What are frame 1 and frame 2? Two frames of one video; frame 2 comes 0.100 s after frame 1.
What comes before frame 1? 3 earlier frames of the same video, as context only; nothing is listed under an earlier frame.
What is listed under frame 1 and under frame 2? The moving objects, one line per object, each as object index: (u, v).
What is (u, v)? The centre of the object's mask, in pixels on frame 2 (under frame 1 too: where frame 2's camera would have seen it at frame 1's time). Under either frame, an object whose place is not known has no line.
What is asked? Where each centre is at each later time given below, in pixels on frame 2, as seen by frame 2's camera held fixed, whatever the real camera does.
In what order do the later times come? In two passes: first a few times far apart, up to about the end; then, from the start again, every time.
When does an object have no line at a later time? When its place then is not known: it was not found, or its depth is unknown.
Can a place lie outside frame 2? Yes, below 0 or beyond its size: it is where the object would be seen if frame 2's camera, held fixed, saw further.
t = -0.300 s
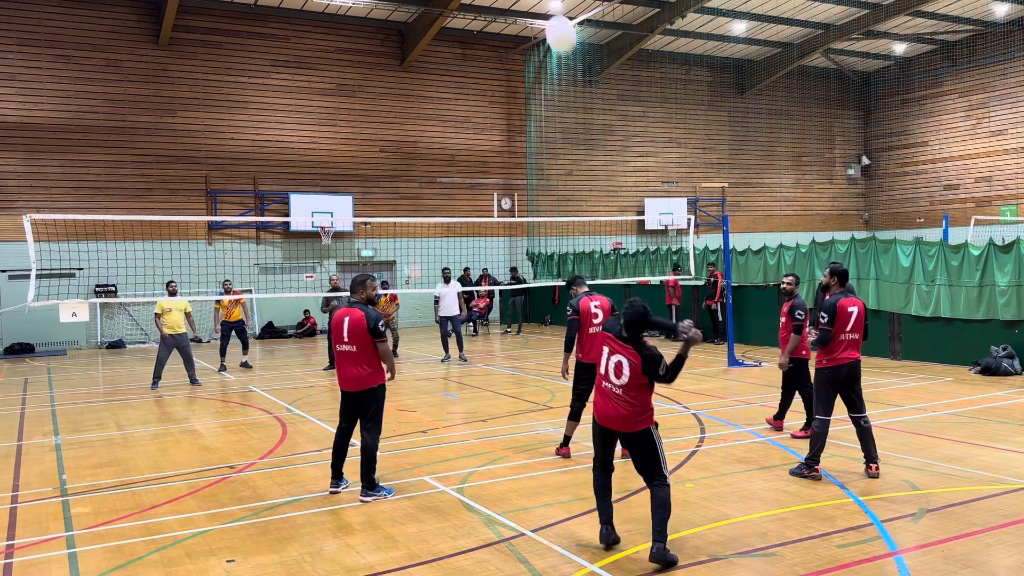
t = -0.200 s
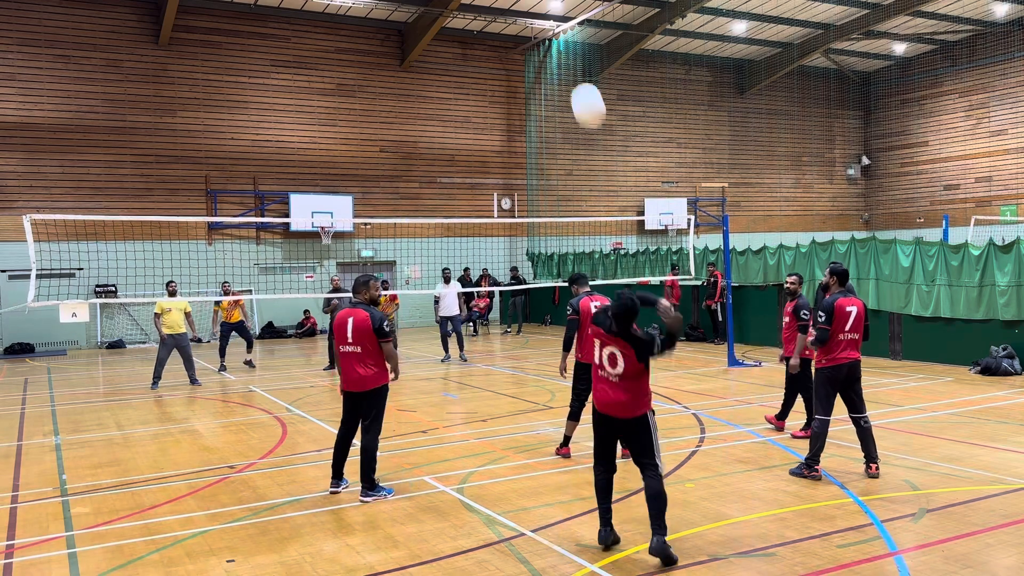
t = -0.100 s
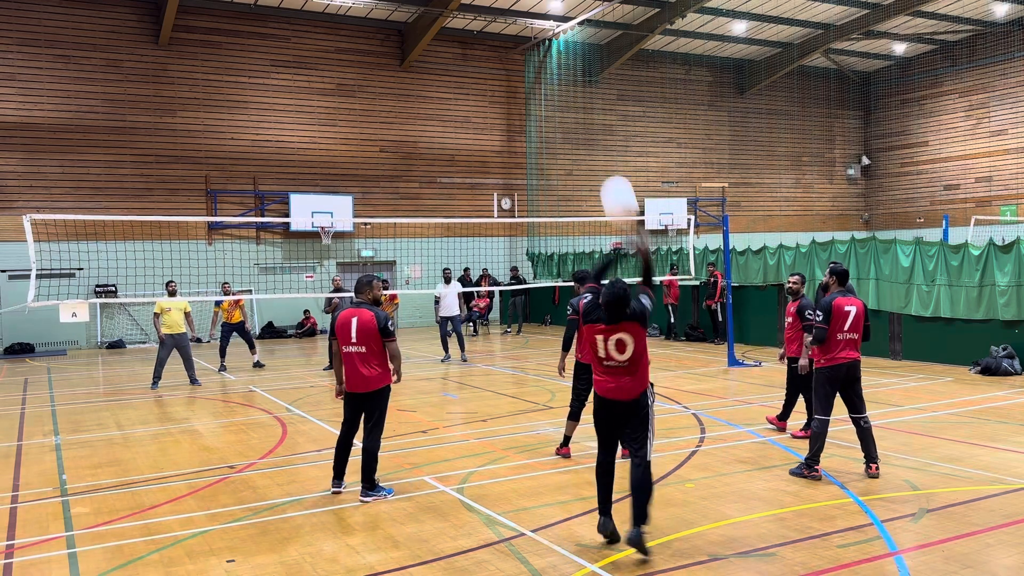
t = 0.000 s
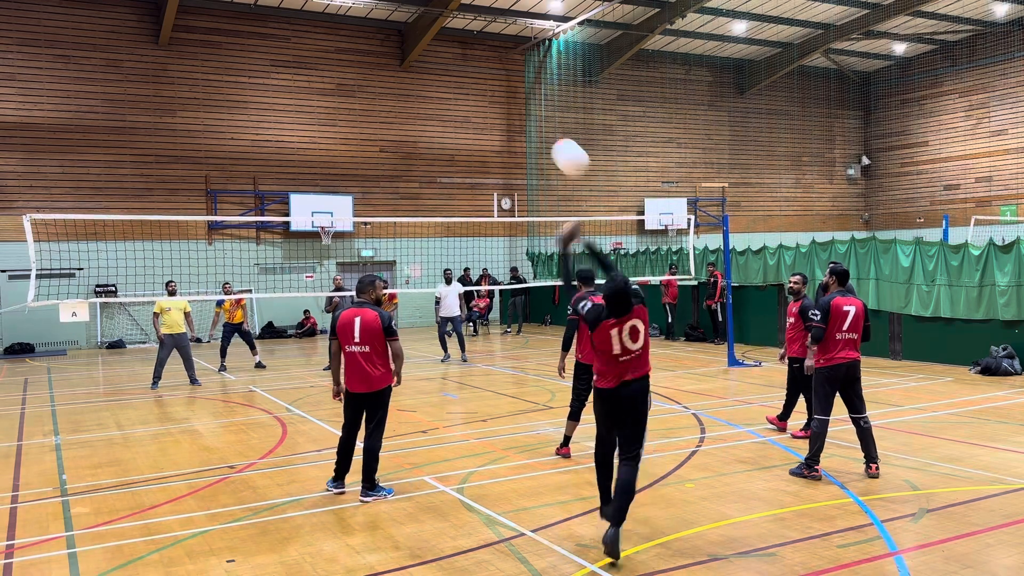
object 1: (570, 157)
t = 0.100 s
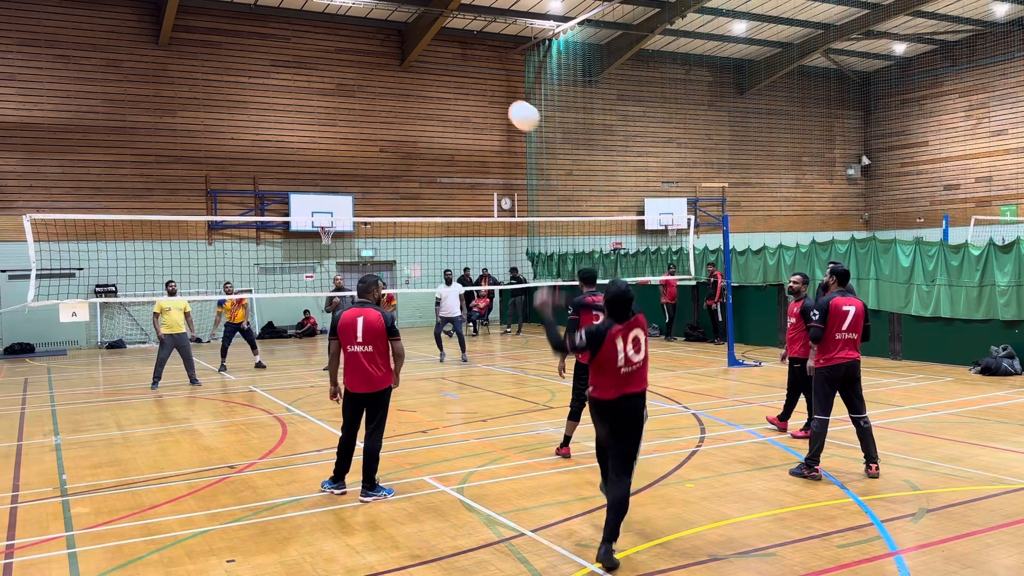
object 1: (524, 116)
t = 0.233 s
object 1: (481, 93)
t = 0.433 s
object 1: (442, 102)
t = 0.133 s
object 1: (511, 107)
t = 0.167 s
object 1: (500, 101)
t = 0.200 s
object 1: (490, 96)
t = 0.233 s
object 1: (481, 93)
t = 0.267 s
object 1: (473, 92)
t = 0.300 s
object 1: (465, 92)
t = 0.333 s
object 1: (459, 93)
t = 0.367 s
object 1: (453, 95)
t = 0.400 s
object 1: (447, 98)
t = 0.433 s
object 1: (442, 102)
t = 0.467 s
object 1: (438, 106)
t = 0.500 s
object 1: (433, 111)
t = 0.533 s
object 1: (429, 117)
